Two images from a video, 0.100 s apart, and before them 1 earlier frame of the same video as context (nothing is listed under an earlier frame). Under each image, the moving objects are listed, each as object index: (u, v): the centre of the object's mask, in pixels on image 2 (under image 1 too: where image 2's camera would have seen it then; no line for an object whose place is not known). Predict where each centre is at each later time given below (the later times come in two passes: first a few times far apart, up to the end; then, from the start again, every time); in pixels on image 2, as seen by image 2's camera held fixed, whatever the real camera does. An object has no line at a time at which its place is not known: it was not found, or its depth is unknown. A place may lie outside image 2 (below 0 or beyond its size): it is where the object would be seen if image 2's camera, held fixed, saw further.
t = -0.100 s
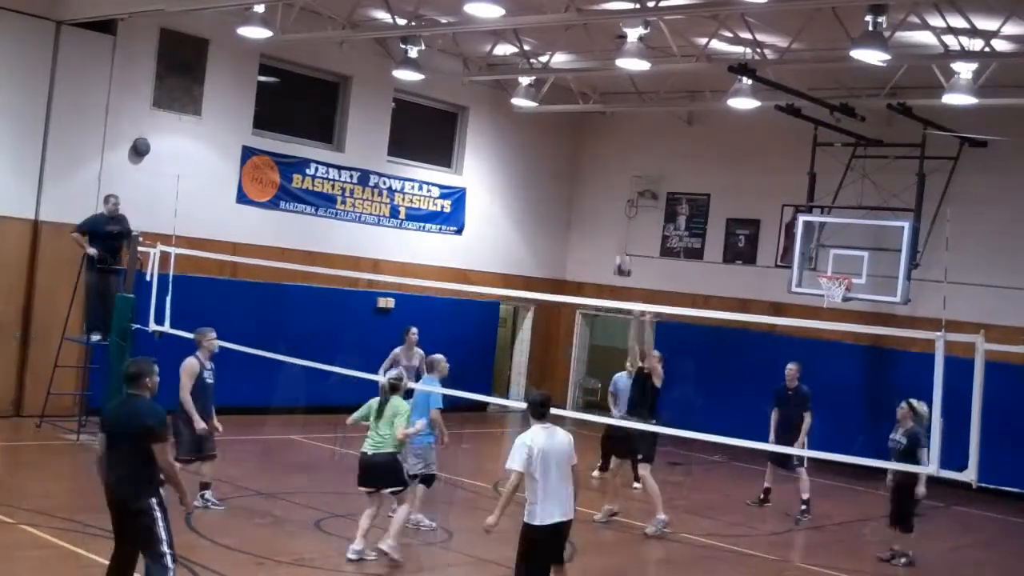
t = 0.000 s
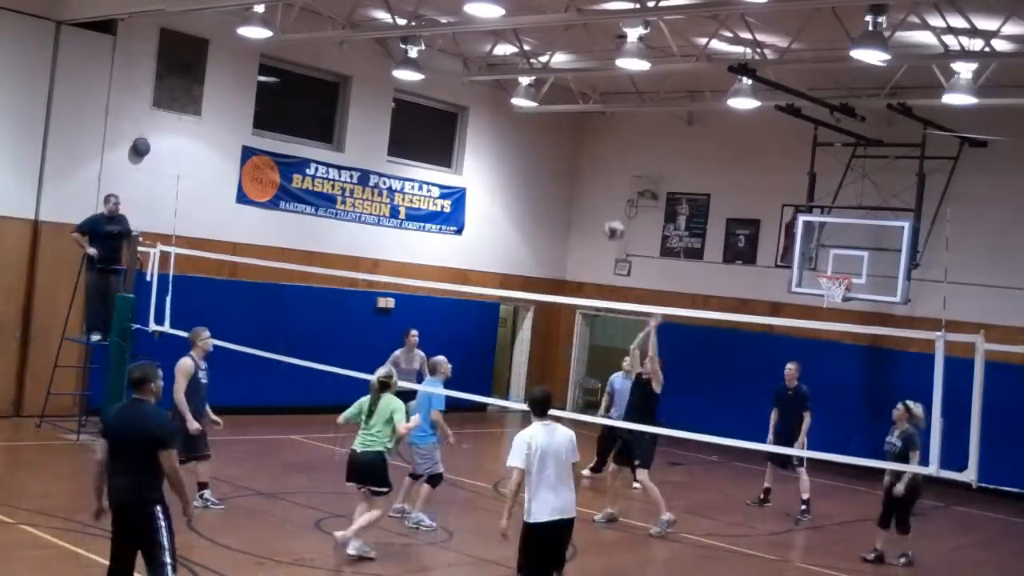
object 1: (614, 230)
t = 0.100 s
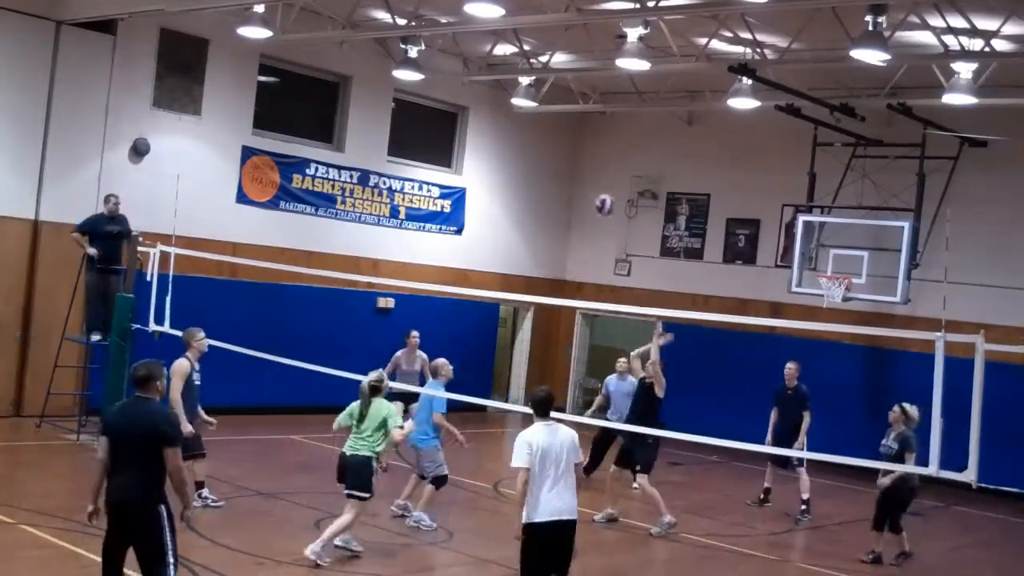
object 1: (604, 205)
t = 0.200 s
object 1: (595, 187)
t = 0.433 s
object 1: (569, 183)
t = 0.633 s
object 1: (541, 222)
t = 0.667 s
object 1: (536, 232)
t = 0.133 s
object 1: (601, 198)
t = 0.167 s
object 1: (598, 192)
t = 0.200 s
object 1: (595, 187)
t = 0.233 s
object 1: (591, 182)
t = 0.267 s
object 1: (587, 180)
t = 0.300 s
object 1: (584, 180)
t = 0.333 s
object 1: (580, 179)
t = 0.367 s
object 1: (576, 180)
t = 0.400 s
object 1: (572, 181)
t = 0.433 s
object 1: (569, 183)
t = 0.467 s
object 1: (565, 187)
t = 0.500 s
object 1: (560, 192)
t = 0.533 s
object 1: (555, 198)
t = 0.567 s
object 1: (550, 205)
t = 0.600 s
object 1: (545, 213)
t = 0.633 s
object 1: (541, 222)
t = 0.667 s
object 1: (536, 232)
